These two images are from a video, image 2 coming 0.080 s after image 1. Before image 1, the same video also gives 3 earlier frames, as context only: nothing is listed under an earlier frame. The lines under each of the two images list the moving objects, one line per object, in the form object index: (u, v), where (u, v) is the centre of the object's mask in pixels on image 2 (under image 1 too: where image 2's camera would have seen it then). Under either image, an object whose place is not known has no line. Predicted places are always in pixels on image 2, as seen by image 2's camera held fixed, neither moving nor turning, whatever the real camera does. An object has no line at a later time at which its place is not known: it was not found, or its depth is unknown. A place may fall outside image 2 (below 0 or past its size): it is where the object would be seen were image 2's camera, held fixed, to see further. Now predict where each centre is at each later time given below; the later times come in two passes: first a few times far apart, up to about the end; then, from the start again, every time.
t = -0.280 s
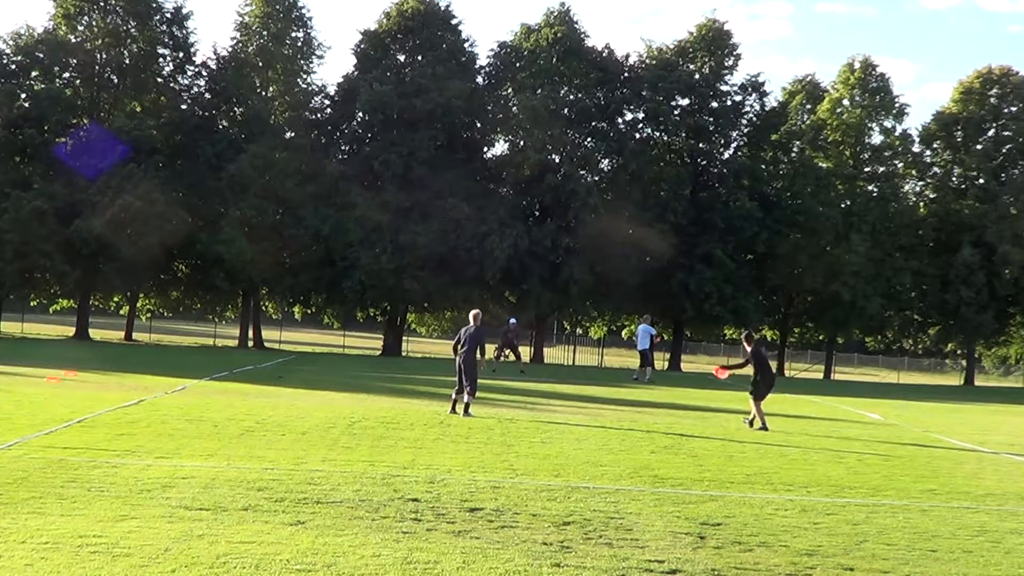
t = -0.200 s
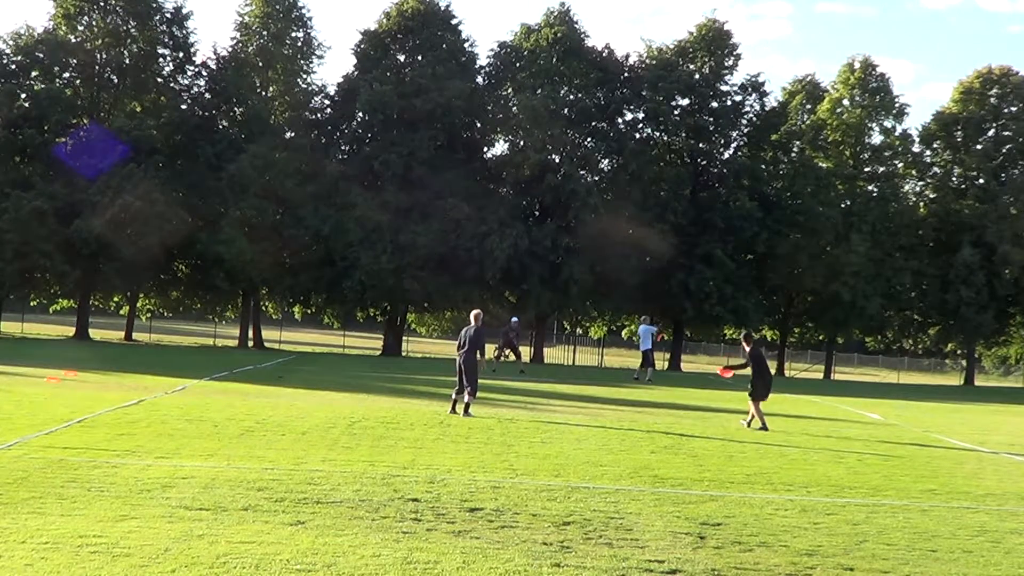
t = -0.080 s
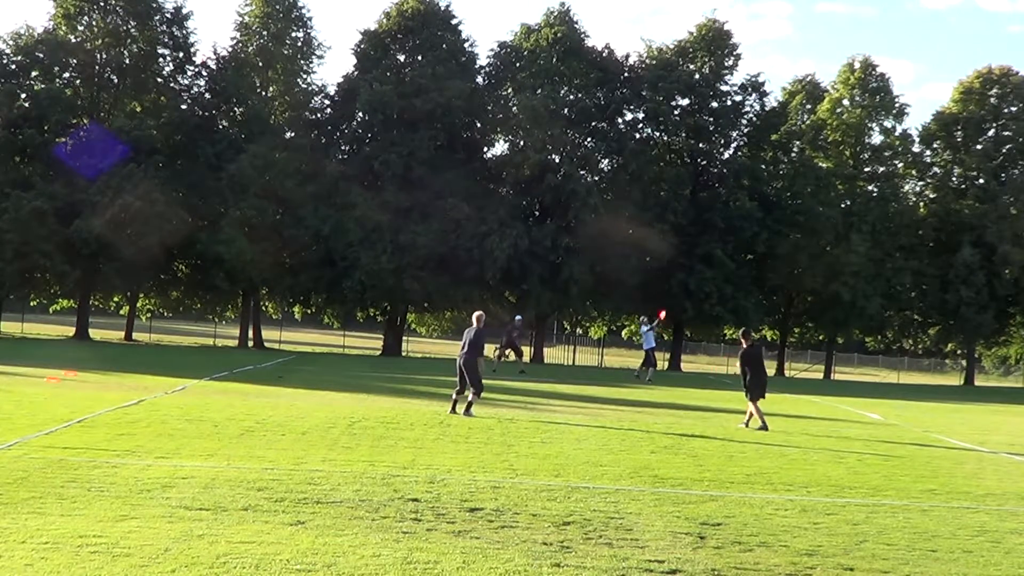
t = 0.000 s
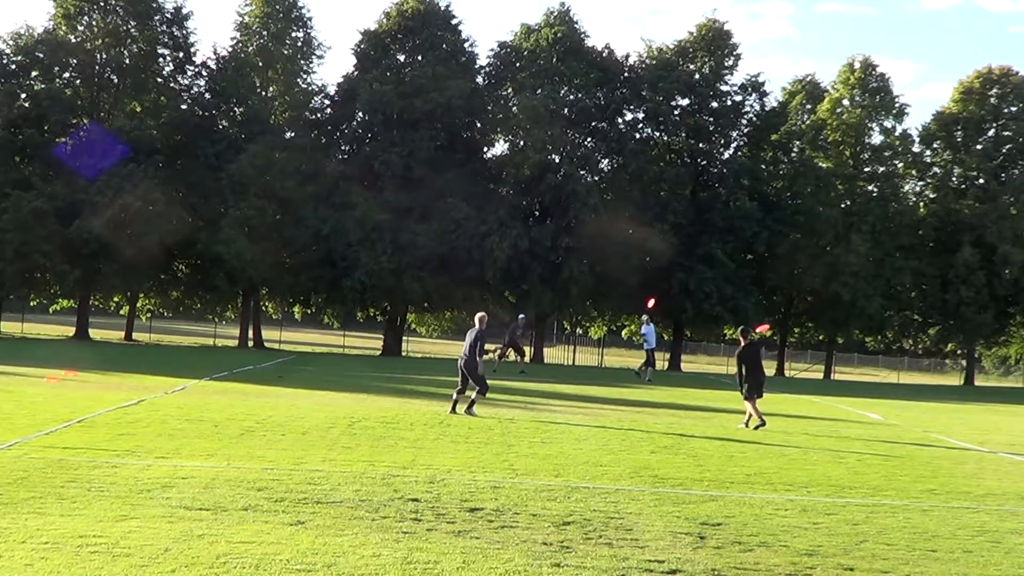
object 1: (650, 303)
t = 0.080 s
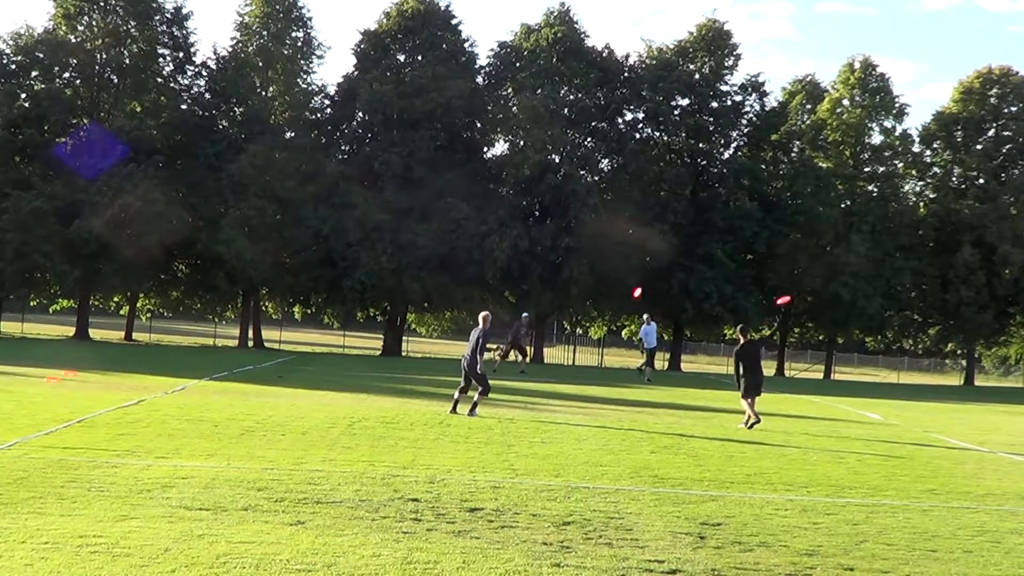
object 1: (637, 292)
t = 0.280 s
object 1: (594, 270)
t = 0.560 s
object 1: (514, 254)
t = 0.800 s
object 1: (424, 256)
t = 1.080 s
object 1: (295, 276)
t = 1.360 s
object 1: (138, 315)
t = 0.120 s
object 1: (629, 287)
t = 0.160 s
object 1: (621, 283)
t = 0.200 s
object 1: (612, 278)
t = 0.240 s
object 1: (603, 274)
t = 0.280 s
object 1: (594, 270)
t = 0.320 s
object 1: (584, 267)
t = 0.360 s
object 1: (573, 263)
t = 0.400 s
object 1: (562, 261)
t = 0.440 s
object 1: (551, 258)
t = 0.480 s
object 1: (539, 256)
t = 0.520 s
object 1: (526, 255)
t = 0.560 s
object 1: (514, 254)
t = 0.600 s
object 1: (499, 253)
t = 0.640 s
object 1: (485, 253)
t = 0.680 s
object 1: (470, 253)
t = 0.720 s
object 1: (455, 253)
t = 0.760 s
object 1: (440, 254)
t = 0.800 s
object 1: (424, 256)
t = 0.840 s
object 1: (407, 257)
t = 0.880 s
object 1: (390, 260)
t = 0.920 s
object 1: (372, 263)
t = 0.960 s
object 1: (354, 265)
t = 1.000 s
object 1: (335, 269)
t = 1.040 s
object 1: (315, 272)
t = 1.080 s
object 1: (295, 276)
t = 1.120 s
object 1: (275, 281)
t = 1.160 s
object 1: (254, 285)
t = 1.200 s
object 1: (231, 290)
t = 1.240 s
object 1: (209, 296)
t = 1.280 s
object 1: (186, 302)
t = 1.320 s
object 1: (162, 308)
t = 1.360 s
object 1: (138, 315)
